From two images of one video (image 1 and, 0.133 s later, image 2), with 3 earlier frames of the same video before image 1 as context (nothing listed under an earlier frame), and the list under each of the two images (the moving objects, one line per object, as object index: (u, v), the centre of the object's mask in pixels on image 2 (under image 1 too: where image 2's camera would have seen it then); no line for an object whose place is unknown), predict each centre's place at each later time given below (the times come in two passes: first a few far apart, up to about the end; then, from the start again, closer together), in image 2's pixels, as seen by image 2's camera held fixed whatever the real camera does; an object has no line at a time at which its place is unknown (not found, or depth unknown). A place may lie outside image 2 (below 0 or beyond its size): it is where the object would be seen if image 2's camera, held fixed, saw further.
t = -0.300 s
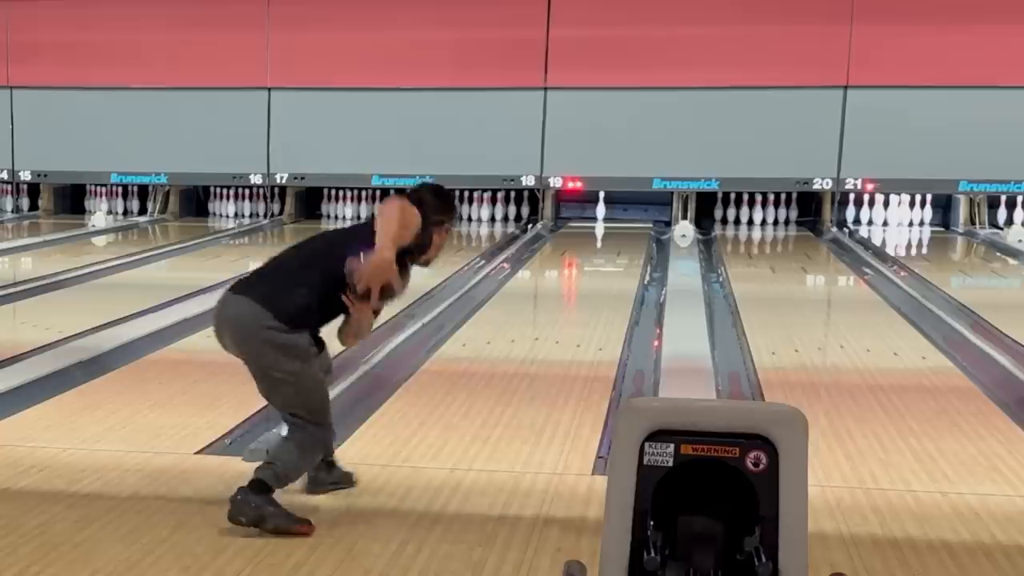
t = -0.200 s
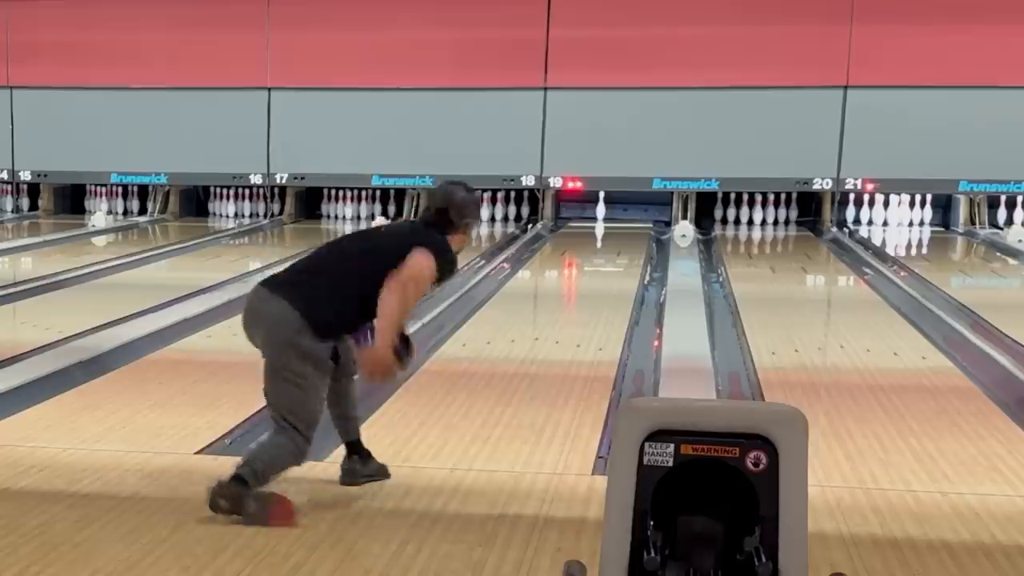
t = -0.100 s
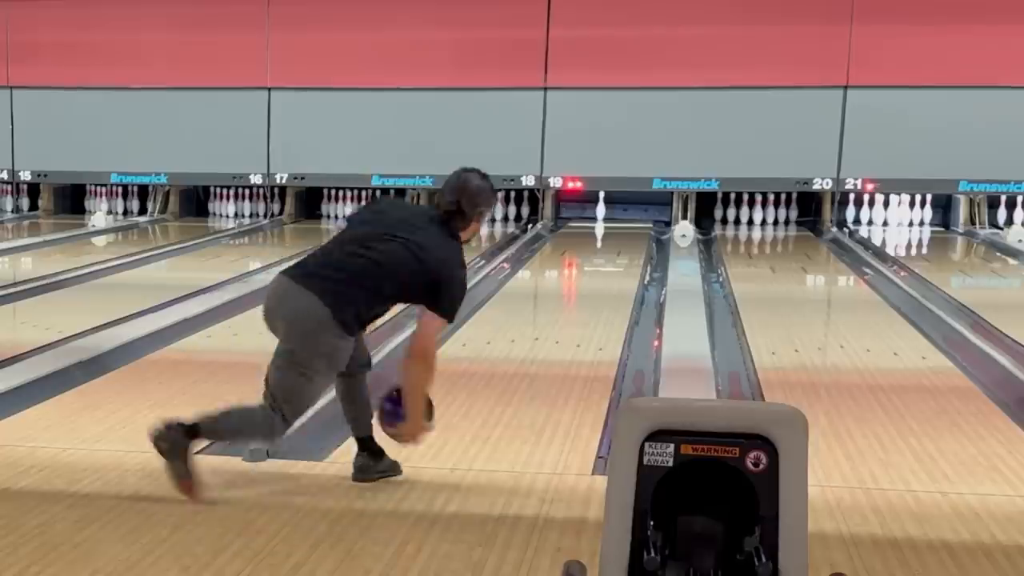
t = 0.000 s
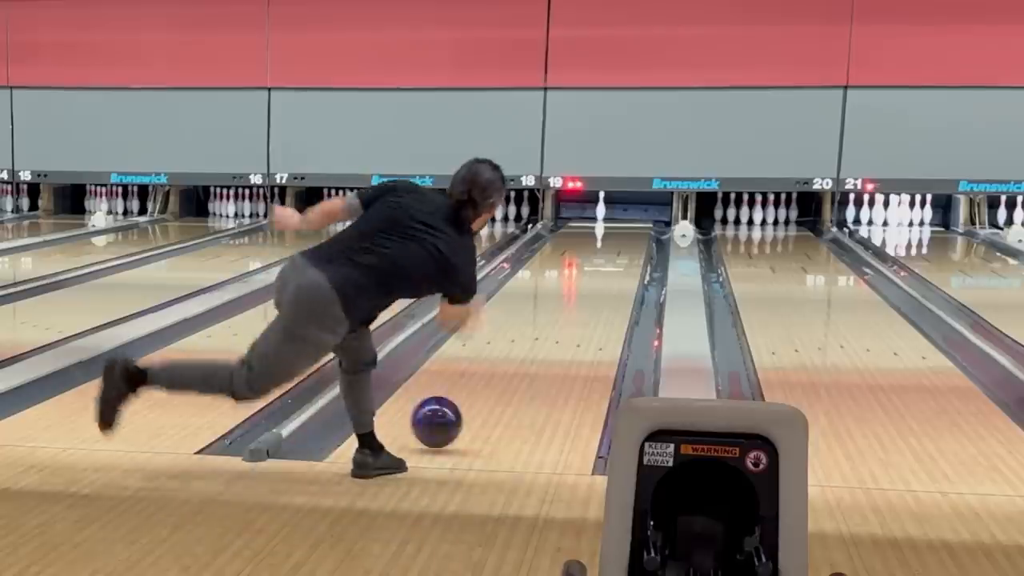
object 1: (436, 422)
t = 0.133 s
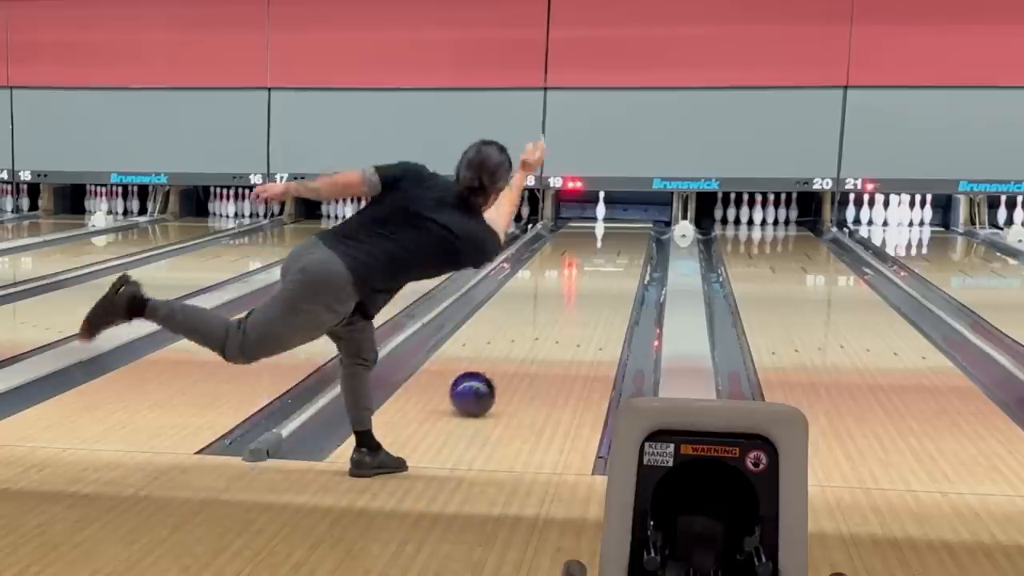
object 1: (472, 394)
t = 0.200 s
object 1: (487, 380)
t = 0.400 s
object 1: (524, 344)
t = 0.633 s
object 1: (555, 313)
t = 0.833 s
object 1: (575, 293)
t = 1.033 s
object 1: (590, 277)
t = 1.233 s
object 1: (605, 261)
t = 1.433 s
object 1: (610, 252)
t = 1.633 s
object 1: (617, 241)
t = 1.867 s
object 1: (621, 232)
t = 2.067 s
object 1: (619, 225)
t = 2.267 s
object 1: (614, 220)
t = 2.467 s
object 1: (604, 214)
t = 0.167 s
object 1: (480, 387)
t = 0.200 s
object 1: (487, 380)
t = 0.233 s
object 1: (494, 373)
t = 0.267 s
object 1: (501, 367)
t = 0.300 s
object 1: (507, 361)
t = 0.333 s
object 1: (513, 355)
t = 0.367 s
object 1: (519, 349)
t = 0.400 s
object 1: (524, 344)
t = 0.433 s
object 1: (529, 339)
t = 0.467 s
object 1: (533, 336)
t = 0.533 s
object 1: (543, 325)
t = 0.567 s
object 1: (547, 321)
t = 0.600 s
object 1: (551, 317)
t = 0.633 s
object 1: (555, 313)
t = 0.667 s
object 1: (559, 310)
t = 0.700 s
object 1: (562, 306)
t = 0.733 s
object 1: (565, 303)
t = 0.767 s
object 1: (569, 299)
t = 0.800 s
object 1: (572, 296)
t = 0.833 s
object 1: (575, 293)
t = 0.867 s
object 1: (578, 290)
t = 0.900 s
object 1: (580, 288)
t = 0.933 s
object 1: (583, 285)
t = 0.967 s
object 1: (585, 282)
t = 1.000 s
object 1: (588, 280)
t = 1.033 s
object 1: (590, 277)
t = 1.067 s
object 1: (592, 274)
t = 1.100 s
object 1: (594, 272)
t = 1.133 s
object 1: (596, 270)
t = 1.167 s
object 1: (598, 267)
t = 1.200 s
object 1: (600, 265)
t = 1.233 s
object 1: (605, 261)
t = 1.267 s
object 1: (601, 264)
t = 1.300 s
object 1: (605, 259)
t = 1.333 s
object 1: (606, 256)
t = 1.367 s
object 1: (608, 255)
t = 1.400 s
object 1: (609, 253)
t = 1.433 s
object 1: (610, 252)
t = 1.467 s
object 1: (612, 250)
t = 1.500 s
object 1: (613, 248)
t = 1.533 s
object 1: (614, 246)
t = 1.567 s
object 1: (615, 245)
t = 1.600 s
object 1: (616, 243)
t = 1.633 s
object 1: (617, 241)
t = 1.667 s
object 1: (618, 240)
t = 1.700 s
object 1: (619, 238)
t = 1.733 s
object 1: (620, 237)
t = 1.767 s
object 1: (620, 236)
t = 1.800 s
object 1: (620, 235)
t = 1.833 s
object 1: (620, 233)
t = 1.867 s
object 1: (621, 232)
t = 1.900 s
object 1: (621, 231)
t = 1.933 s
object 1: (621, 230)
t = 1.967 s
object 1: (620, 229)
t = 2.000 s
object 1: (620, 228)
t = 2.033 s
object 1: (620, 226)
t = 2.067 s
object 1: (619, 225)
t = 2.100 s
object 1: (618, 224)
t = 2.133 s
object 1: (618, 223)
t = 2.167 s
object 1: (617, 222)
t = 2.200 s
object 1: (616, 221)
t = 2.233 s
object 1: (615, 221)
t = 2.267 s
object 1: (614, 220)
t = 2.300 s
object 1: (613, 219)
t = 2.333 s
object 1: (611, 218)
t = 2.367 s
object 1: (609, 216)
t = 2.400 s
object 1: (607, 216)
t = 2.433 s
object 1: (606, 215)
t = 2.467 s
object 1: (604, 214)
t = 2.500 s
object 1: (603, 212)
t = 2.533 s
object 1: (601, 212)
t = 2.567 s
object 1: (600, 211)
